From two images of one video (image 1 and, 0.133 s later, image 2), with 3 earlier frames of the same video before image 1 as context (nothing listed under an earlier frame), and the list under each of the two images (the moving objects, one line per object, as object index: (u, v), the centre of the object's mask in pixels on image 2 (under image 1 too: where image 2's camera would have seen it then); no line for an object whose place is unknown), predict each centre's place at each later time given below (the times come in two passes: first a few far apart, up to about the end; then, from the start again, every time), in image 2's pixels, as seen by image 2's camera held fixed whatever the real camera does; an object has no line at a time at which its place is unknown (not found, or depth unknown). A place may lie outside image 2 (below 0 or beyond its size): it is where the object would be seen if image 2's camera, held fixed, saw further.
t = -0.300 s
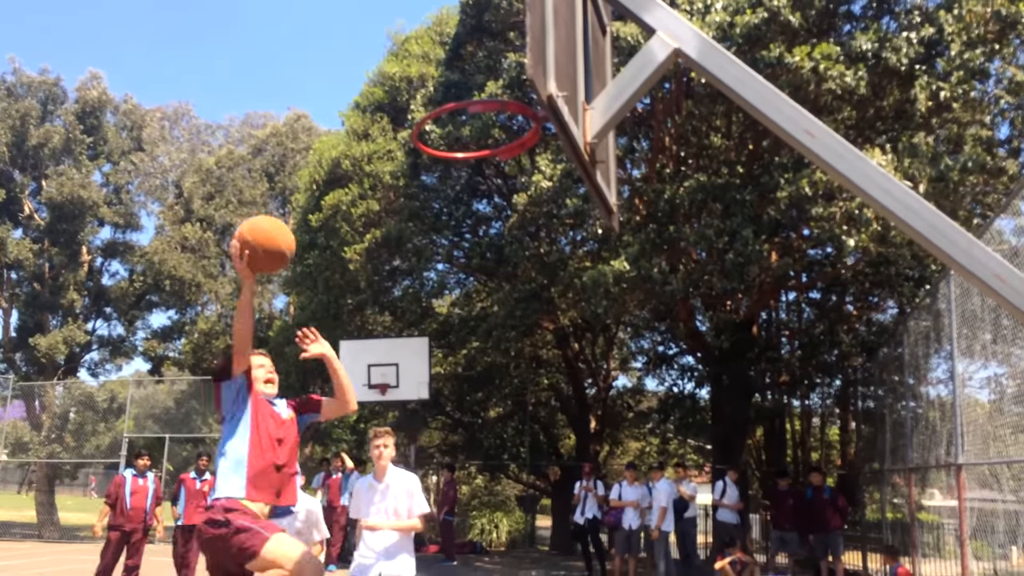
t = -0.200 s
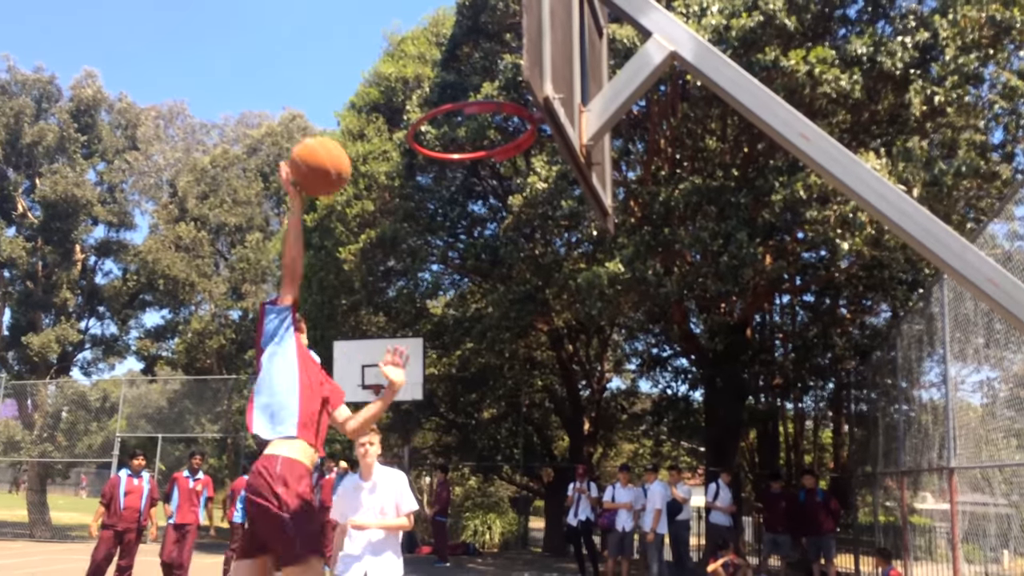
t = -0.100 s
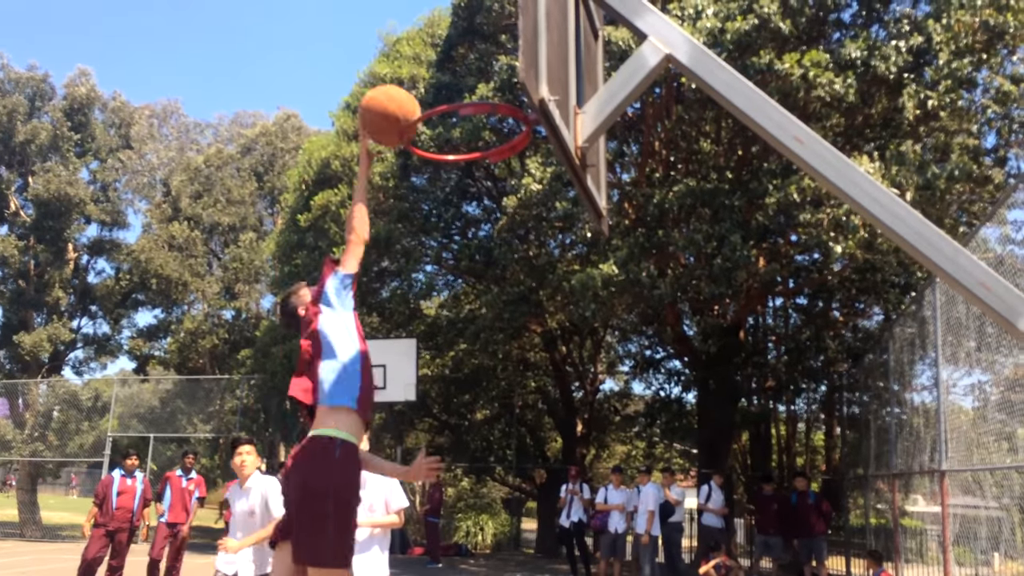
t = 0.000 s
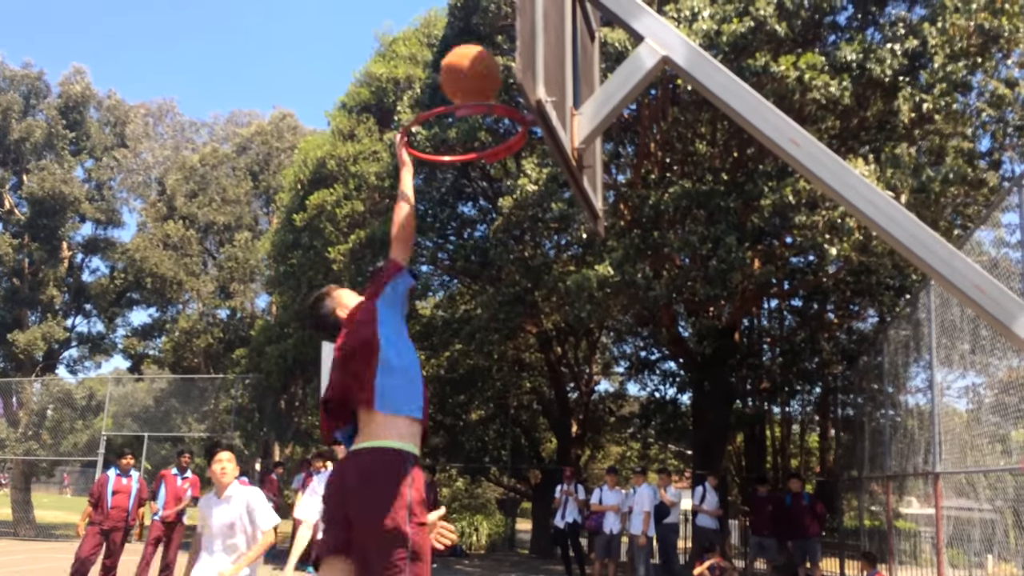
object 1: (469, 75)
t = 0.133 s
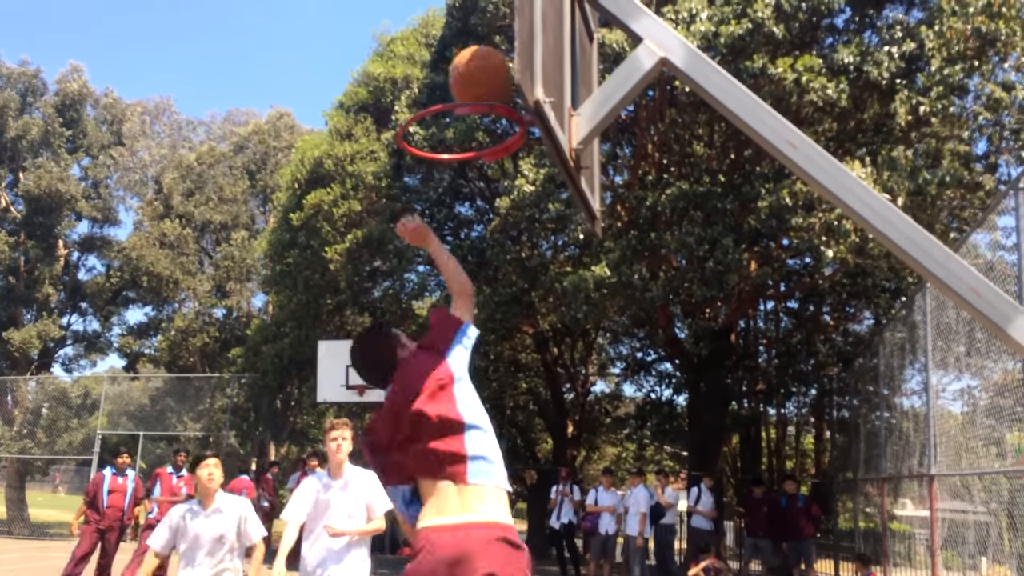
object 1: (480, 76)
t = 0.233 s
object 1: (421, 104)
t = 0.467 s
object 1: (413, 149)
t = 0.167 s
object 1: (452, 83)
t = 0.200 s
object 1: (424, 104)
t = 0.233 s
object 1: (421, 104)
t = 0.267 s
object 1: (420, 104)
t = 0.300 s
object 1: (418, 106)
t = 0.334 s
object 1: (416, 111)
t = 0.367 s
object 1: (416, 117)
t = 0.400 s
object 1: (414, 126)
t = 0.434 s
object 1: (413, 138)
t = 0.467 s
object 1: (413, 149)
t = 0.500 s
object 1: (412, 165)
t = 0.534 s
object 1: (409, 181)
